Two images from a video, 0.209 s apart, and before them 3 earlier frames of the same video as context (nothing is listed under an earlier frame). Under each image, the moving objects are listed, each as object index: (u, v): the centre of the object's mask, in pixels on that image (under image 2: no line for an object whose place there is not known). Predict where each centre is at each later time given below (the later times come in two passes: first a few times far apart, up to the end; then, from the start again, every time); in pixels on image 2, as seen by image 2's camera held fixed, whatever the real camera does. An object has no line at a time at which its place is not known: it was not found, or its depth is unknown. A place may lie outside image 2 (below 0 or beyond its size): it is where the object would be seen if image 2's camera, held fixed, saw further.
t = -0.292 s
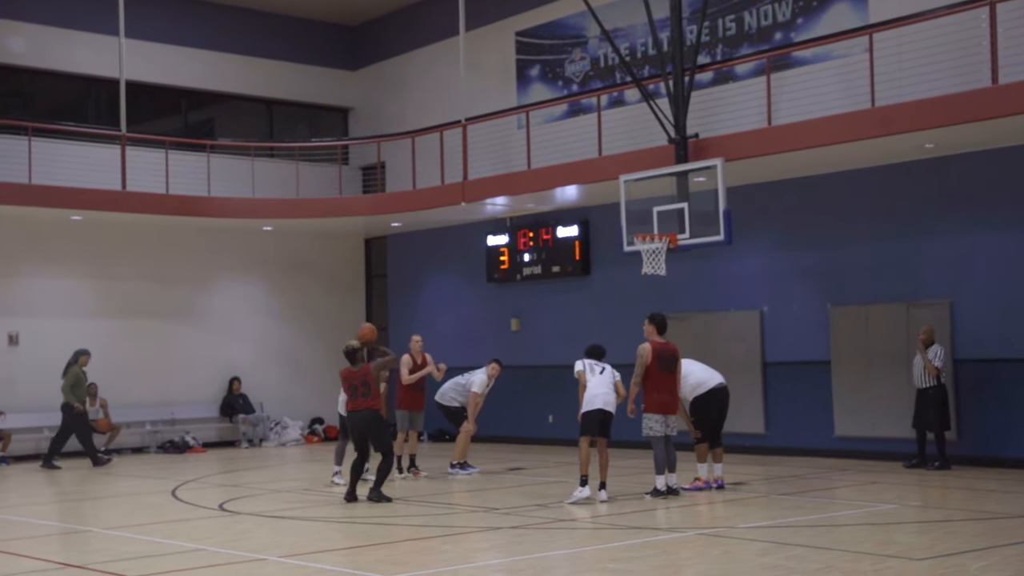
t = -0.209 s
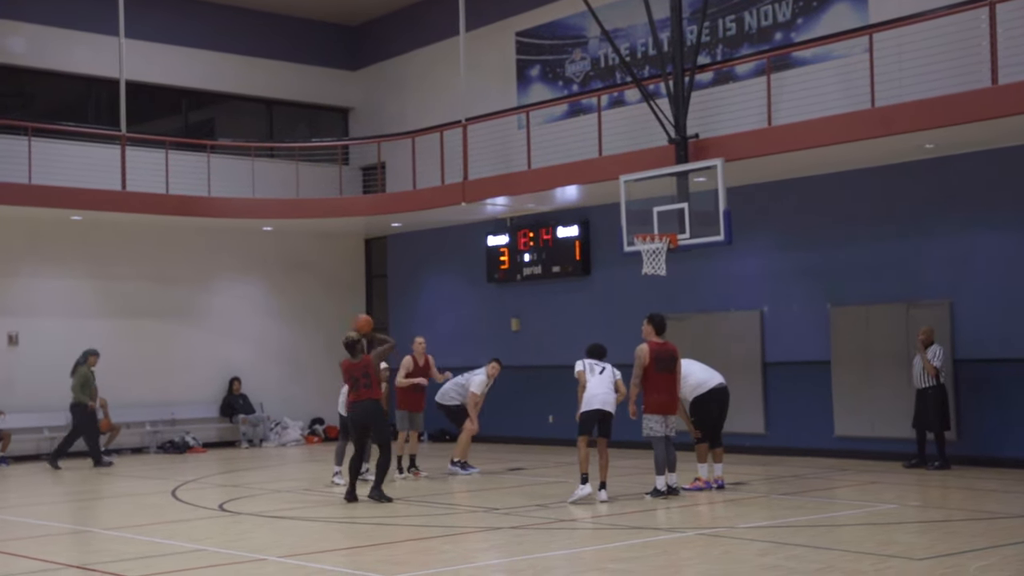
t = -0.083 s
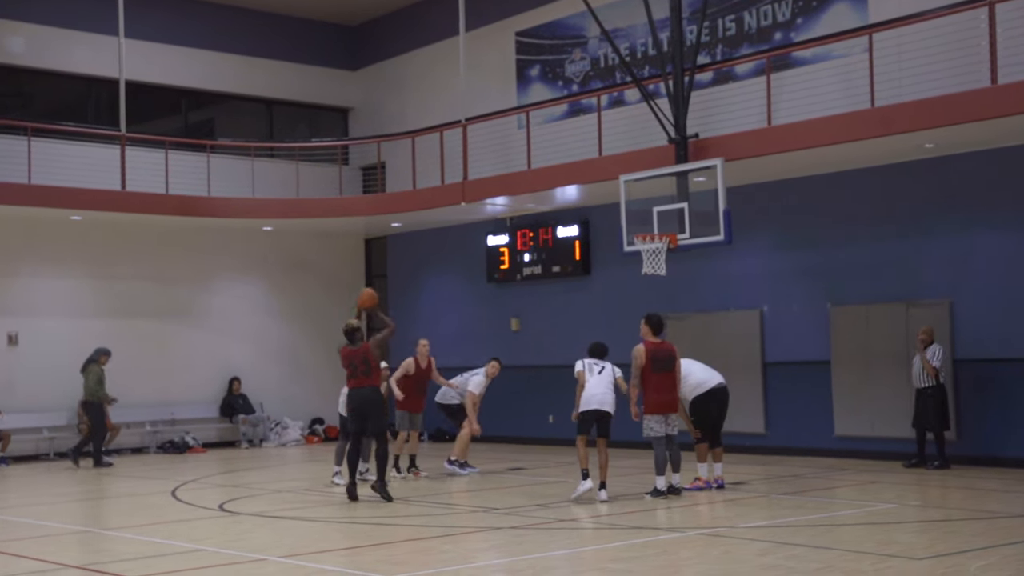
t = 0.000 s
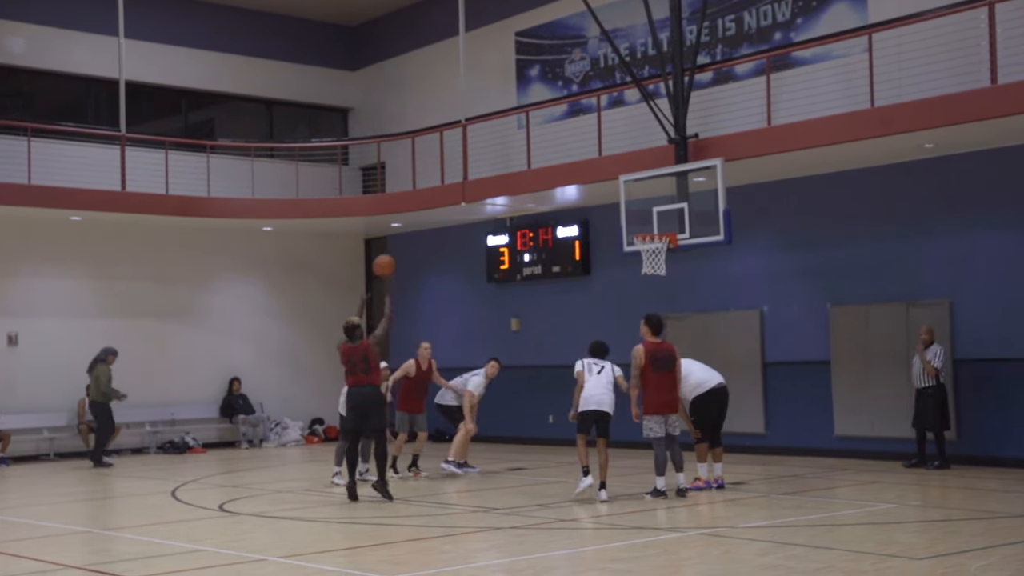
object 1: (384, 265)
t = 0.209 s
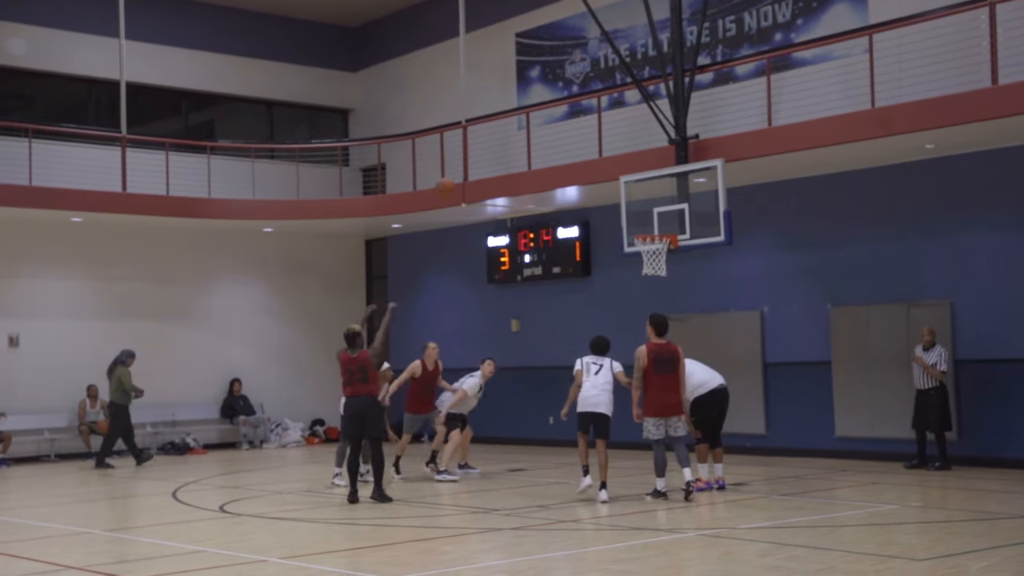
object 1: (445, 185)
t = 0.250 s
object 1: (457, 176)
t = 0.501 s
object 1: (525, 144)
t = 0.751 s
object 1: (588, 160)
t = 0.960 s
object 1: (637, 208)
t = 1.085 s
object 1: (657, 244)
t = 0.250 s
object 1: (457, 176)
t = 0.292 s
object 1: (470, 168)
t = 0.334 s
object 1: (481, 160)
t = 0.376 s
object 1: (492, 155)
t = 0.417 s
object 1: (503, 149)
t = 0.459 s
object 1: (515, 146)
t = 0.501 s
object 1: (525, 144)
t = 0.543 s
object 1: (536, 144)
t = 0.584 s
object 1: (547, 144)
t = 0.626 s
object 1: (557, 147)
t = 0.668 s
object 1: (567, 151)
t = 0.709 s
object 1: (578, 155)
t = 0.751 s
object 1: (588, 160)
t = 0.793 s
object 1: (598, 167)
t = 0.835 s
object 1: (608, 176)
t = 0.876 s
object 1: (618, 185)
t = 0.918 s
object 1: (627, 197)
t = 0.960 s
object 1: (637, 208)
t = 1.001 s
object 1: (647, 220)
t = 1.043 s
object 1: (657, 231)
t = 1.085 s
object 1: (657, 244)
